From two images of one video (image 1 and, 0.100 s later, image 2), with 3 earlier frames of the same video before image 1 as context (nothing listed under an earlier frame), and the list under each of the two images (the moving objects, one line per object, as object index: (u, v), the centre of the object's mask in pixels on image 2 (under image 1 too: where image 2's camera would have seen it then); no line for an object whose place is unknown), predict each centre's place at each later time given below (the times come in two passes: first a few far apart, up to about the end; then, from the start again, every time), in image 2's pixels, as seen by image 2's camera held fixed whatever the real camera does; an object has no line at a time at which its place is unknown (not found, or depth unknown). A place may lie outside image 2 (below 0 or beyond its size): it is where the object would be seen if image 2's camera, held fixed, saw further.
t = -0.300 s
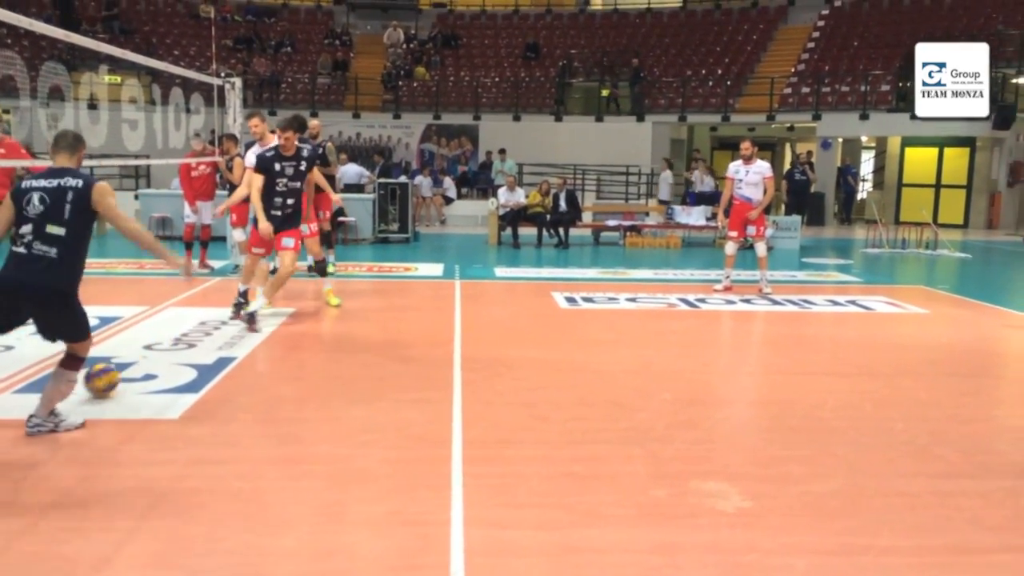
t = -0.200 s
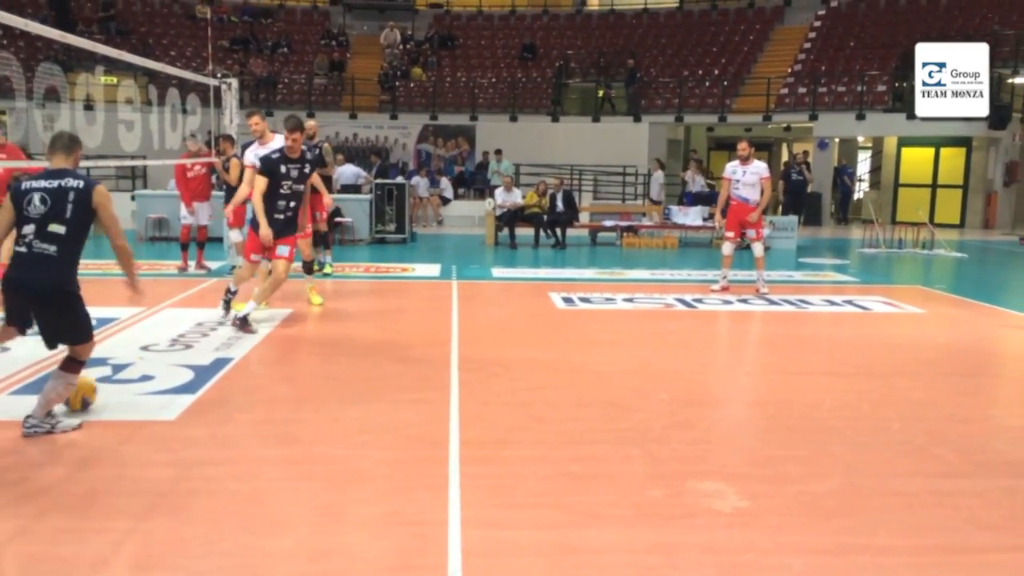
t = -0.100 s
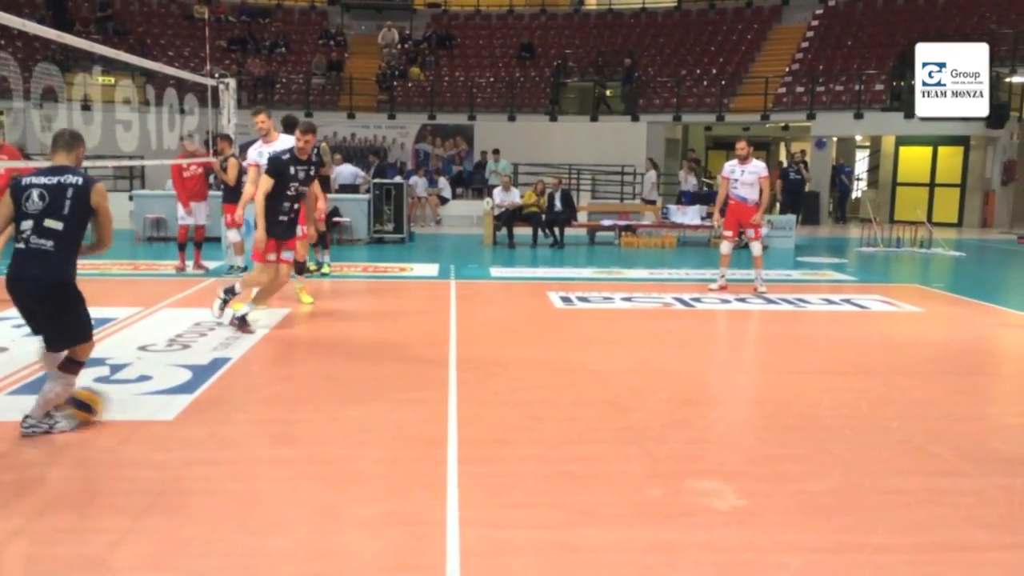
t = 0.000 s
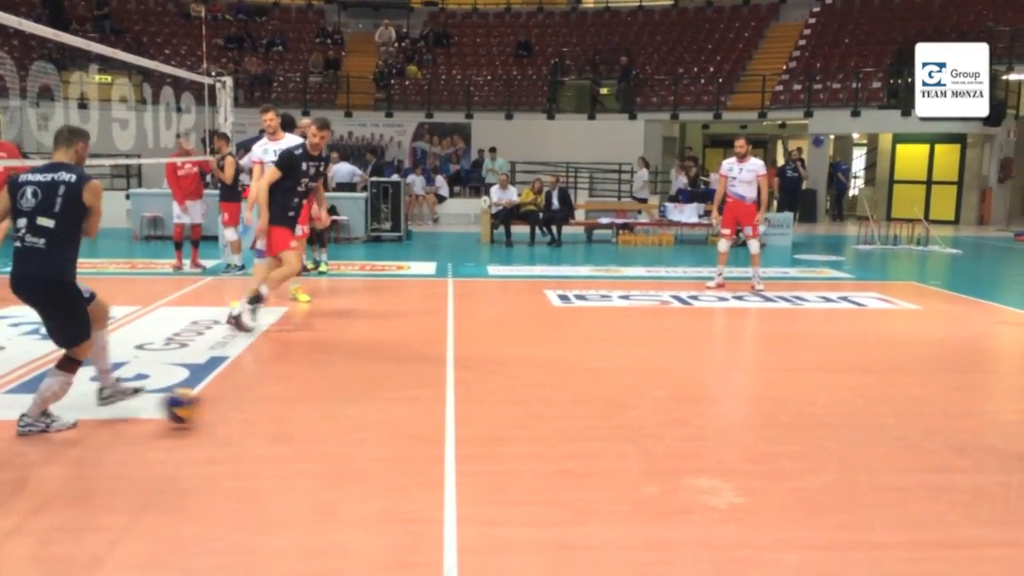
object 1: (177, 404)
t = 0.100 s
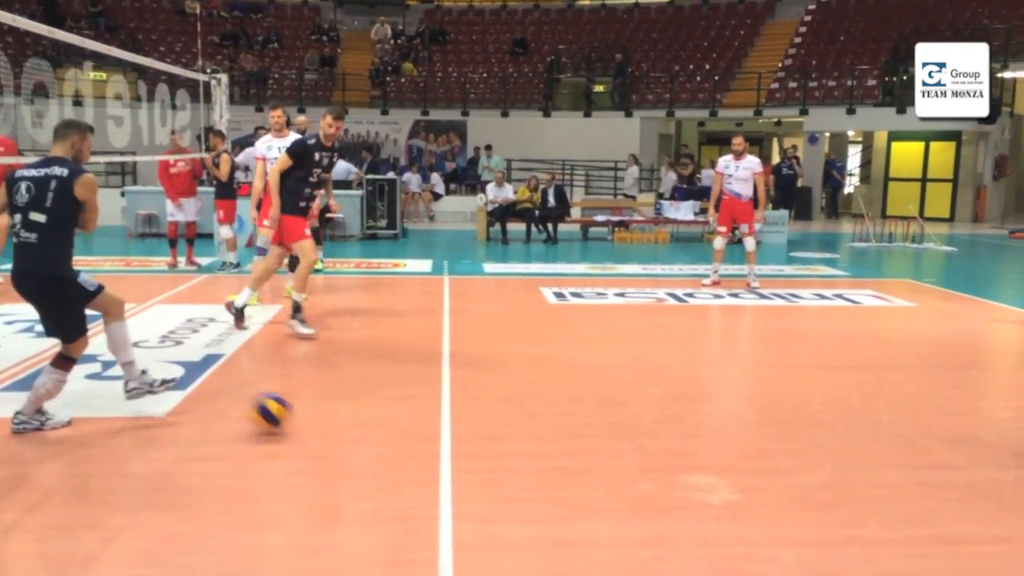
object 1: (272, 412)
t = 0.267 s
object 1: (414, 427)
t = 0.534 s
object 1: (618, 449)
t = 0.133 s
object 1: (299, 416)
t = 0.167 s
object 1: (329, 420)
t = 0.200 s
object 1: (359, 424)
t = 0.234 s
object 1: (385, 424)
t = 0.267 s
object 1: (414, 427)
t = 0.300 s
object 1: (438, 431)
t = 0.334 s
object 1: (466, 432)
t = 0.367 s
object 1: (490, 434)
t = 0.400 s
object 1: (515, 438)
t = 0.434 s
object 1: (541, 443)
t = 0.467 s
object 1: (566, 443)
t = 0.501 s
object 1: (593, 445)
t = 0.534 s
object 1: (618, 449)
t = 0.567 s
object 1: (643, 454)
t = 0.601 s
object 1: (669, 455)
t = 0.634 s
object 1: (696, 457)
